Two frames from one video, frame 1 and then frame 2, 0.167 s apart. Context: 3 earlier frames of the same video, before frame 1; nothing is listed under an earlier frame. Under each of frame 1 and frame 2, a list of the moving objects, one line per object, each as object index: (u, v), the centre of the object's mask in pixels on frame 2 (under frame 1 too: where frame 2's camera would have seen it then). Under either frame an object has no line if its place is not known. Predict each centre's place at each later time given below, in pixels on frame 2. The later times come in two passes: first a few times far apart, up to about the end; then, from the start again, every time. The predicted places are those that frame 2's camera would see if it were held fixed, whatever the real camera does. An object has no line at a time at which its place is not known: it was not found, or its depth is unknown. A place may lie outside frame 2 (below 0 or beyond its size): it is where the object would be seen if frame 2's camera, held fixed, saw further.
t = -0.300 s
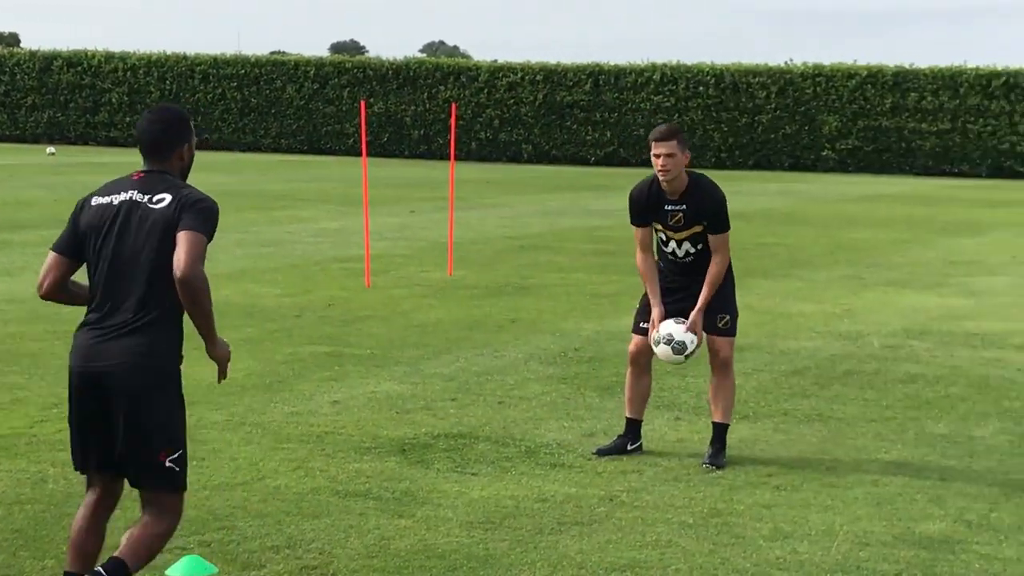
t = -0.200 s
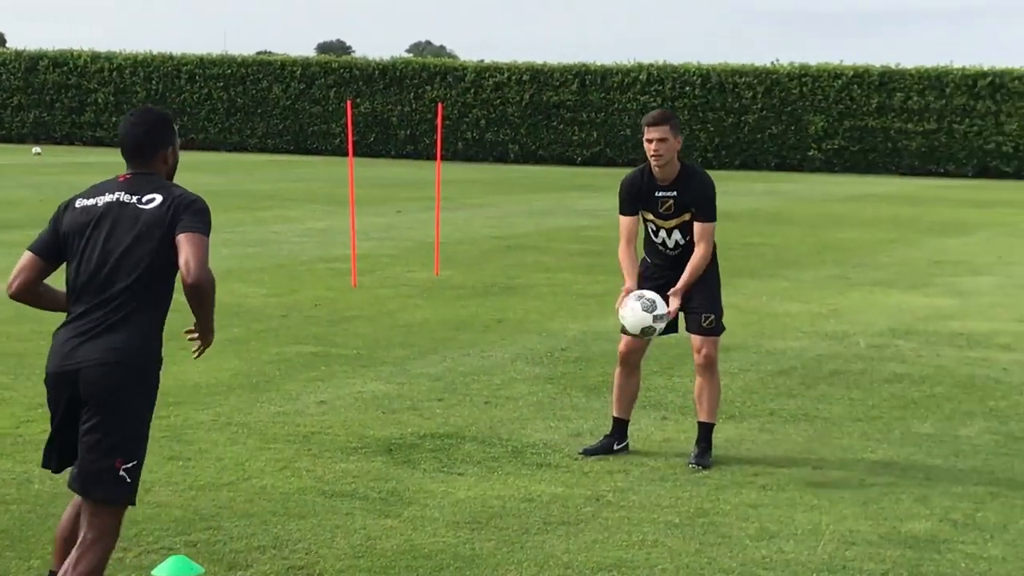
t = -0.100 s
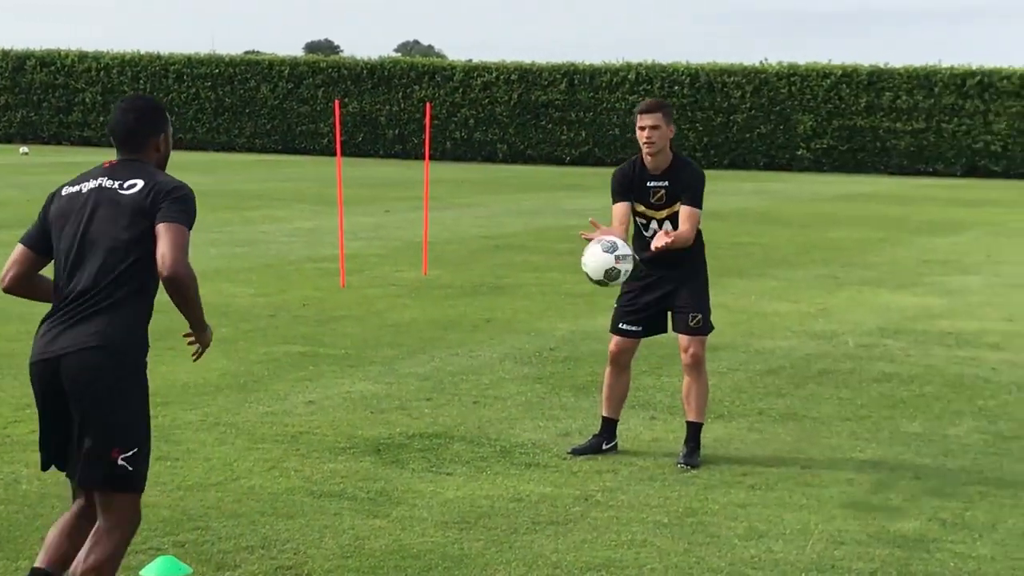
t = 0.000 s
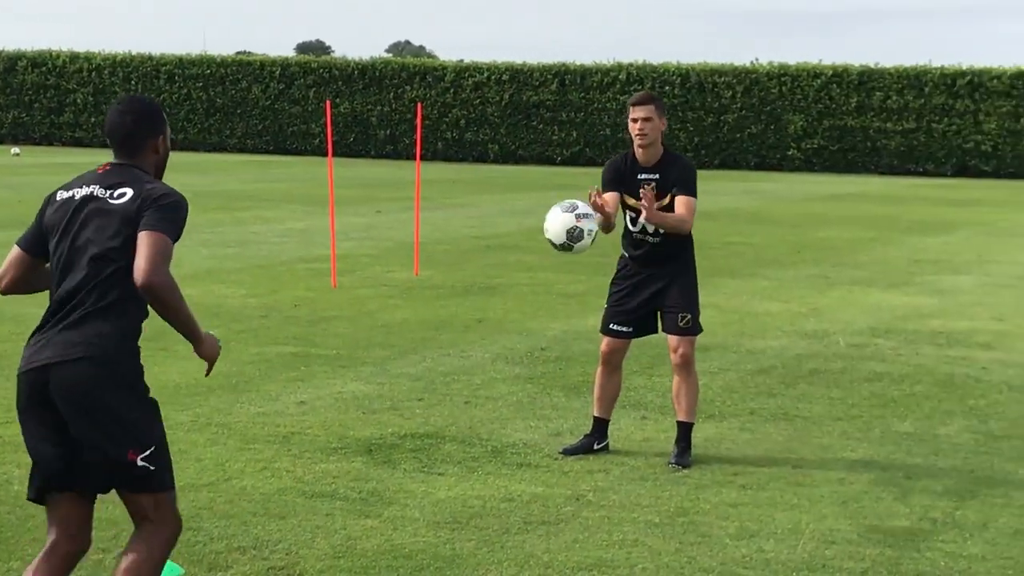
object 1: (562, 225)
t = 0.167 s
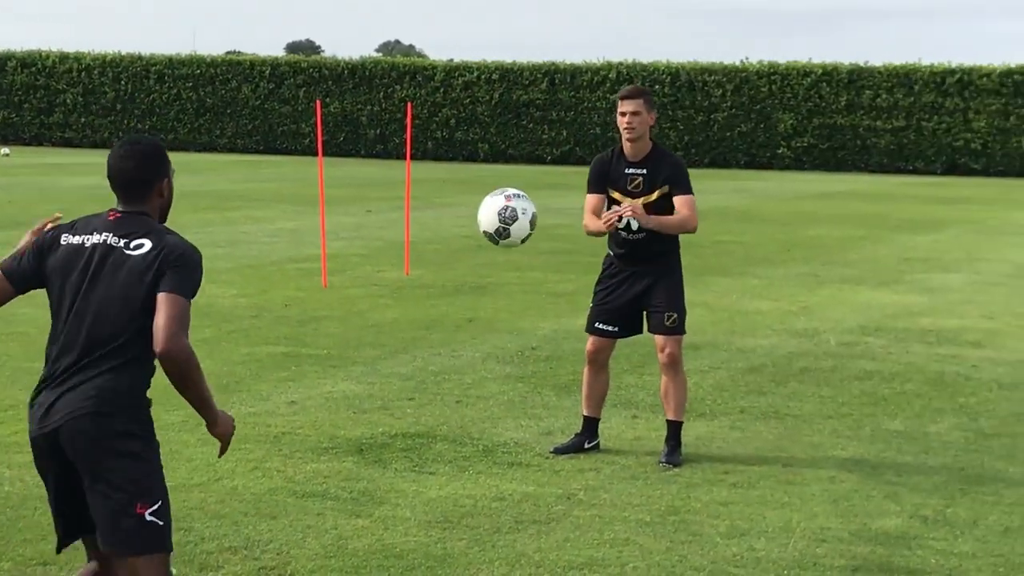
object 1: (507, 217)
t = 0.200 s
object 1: (495, 225)
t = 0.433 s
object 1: (396, 379)
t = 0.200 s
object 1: (495, 225)
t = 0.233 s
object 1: (482, 235)
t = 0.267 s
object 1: (469, 249)
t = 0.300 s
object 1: (455, 267)
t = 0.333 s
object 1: (441, 288)
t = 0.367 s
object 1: (427, 314)
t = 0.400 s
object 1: (412, 344)
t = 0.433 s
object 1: (396, 379)
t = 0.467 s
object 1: (380, 419)
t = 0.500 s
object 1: (362, 465)
